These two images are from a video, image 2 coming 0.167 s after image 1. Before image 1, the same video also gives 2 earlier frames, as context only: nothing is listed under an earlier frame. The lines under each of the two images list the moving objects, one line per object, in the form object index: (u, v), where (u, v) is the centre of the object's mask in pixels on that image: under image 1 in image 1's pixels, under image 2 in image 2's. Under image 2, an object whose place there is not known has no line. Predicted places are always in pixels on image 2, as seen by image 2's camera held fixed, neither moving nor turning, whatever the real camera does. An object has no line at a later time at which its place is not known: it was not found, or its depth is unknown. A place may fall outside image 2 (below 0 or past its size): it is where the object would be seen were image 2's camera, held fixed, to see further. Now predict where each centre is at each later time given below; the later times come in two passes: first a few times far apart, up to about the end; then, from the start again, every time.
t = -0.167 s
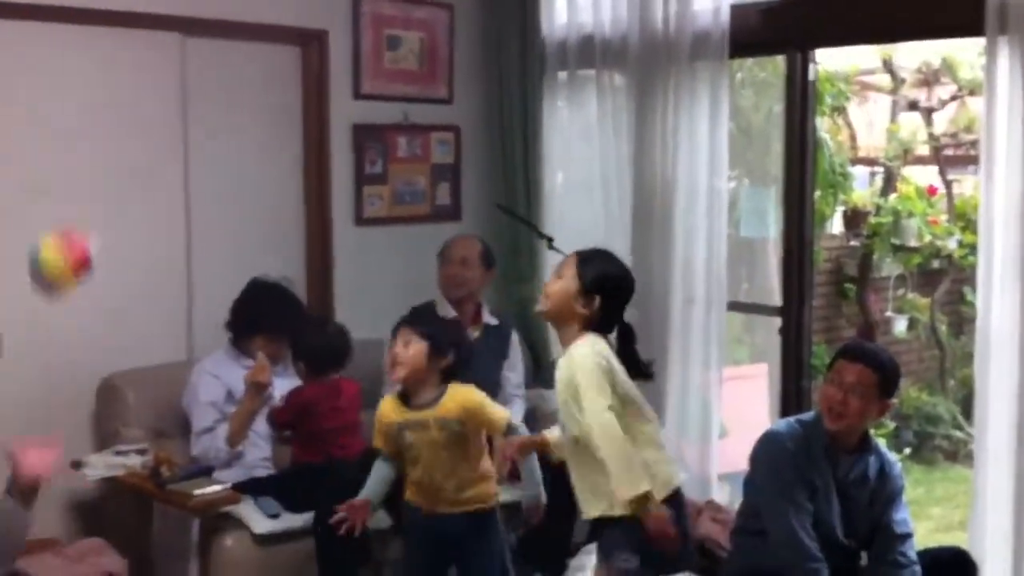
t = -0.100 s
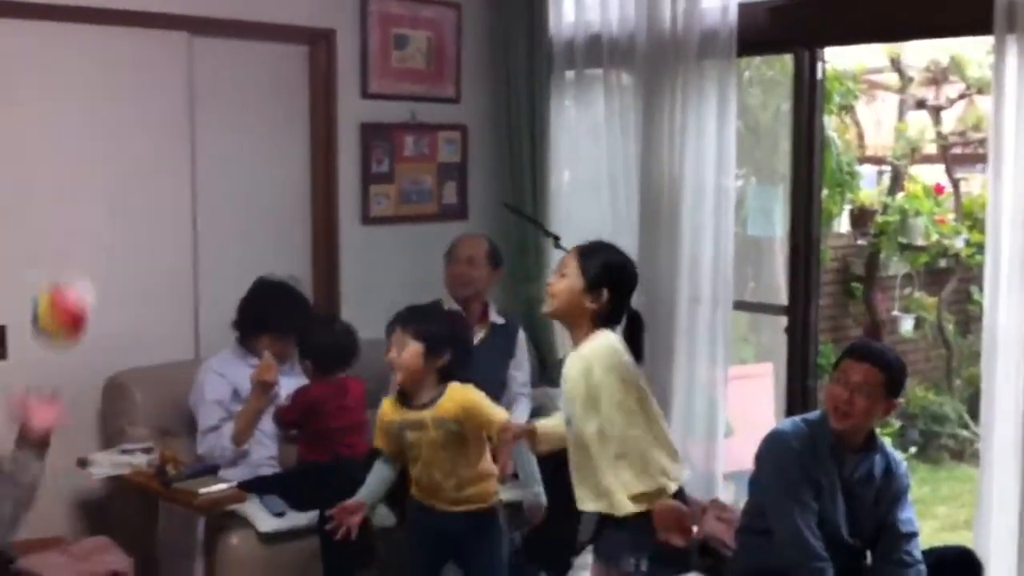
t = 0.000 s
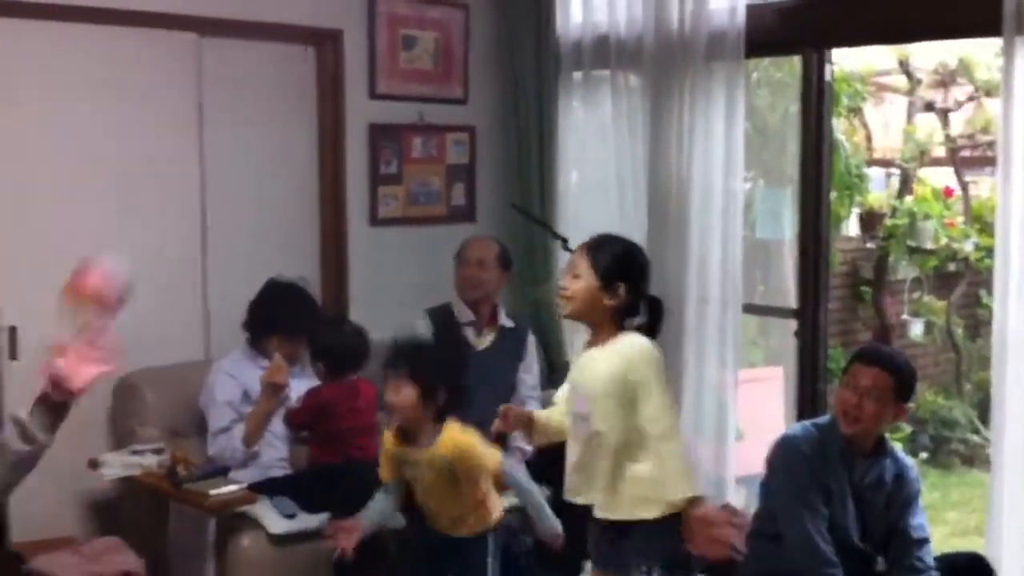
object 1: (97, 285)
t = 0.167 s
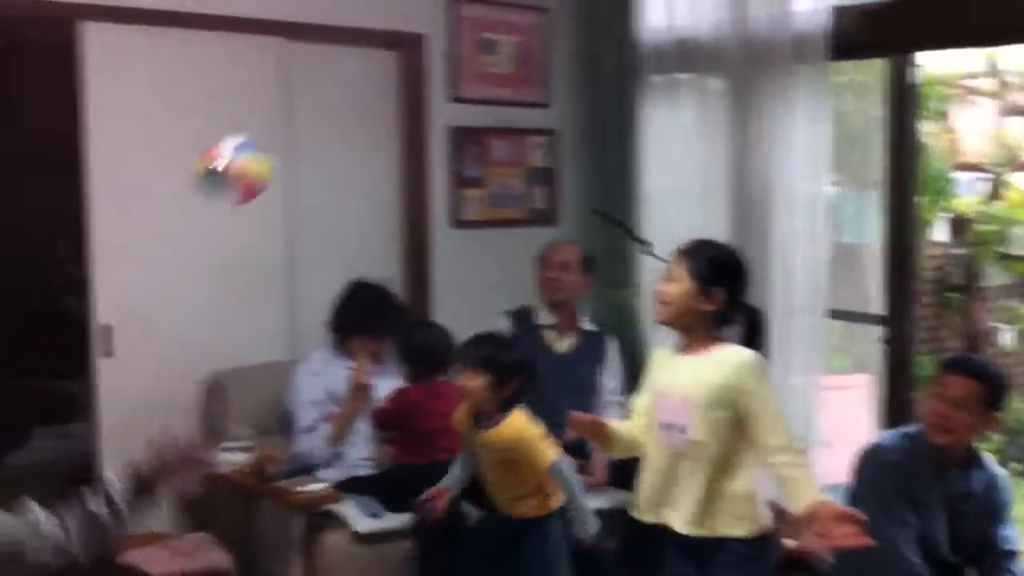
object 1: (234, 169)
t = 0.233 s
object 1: (250, 146)
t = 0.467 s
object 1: (301, 158)
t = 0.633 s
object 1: (327, 243)
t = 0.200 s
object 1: (241, 157)
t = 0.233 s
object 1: (250, 146)
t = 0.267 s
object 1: (260, 138)
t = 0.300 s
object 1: (266, 132)
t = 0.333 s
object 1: (274, 130)
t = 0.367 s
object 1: (283, 132)
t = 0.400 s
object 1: (290, 138)
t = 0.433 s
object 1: (297, 148)
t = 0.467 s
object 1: (301, 158)
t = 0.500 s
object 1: (307, 170)
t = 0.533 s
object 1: (312, 185)
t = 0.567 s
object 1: (317, 203)
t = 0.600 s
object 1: (322, 222)
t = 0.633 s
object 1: (327, 243)
